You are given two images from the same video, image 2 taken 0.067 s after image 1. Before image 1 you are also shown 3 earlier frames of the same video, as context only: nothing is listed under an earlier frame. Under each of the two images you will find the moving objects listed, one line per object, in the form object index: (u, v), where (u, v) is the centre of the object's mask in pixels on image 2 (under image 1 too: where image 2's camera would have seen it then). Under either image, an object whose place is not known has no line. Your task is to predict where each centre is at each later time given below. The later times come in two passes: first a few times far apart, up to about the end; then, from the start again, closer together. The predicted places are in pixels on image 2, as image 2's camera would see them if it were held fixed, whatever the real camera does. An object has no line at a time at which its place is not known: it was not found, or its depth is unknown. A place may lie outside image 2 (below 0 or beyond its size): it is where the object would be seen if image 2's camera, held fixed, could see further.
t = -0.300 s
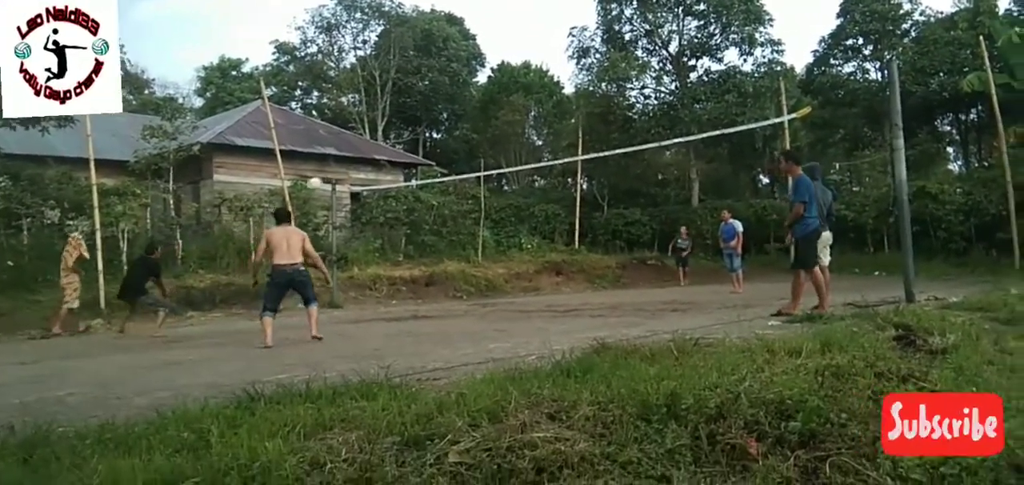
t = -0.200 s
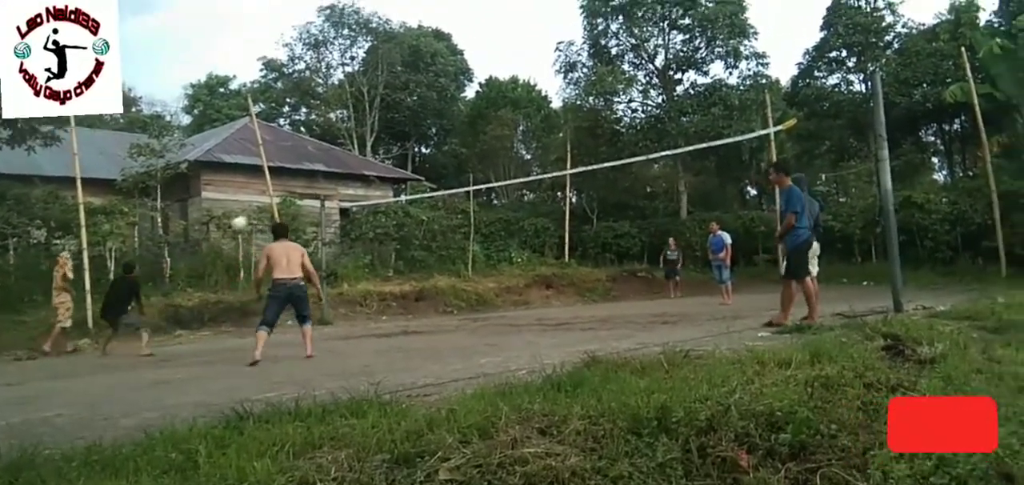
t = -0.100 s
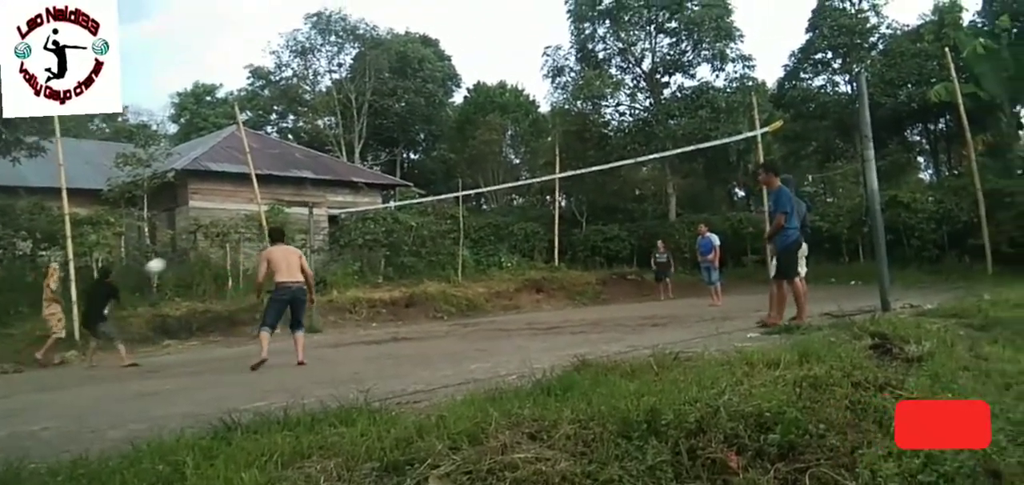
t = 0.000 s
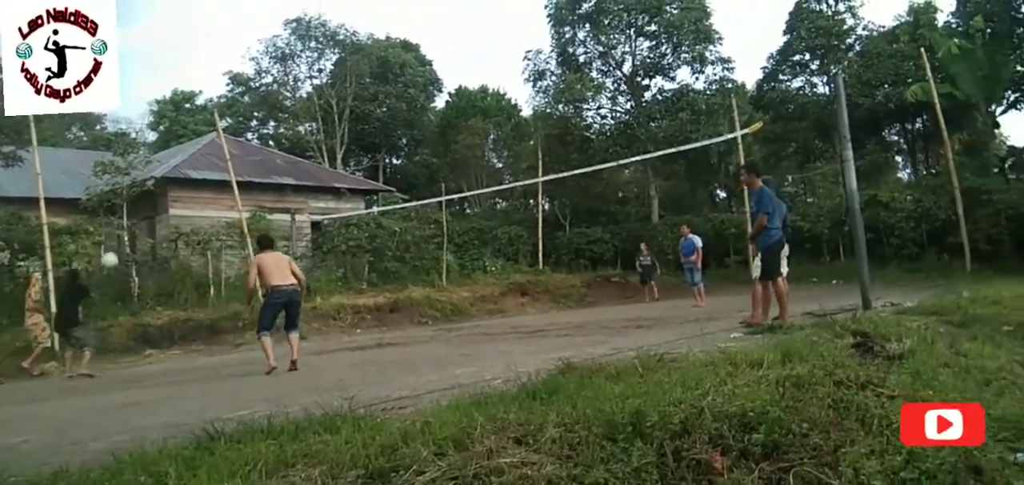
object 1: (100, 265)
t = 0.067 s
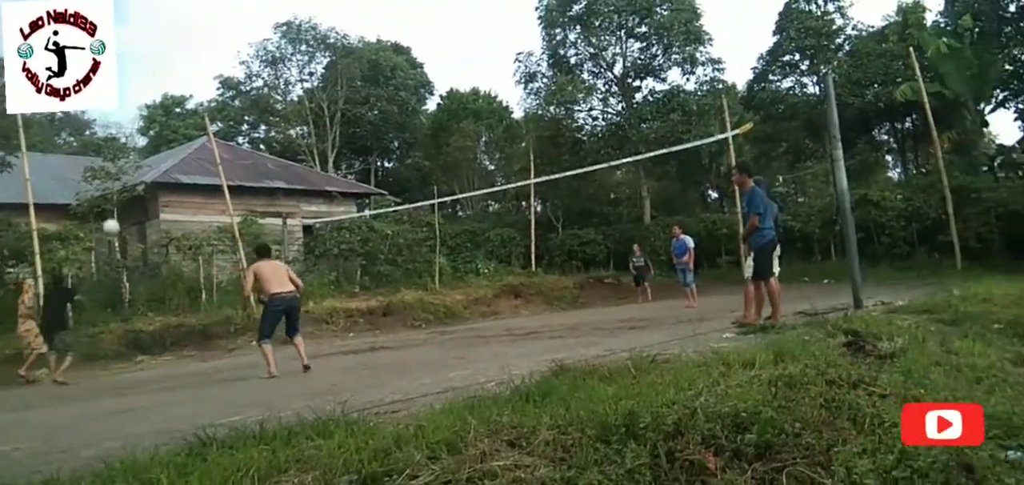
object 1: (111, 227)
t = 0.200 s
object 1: (132, 158)
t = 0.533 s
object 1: (183, 51)
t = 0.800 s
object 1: (223, 15)
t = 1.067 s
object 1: (266, 24)
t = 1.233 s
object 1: (295, 50)
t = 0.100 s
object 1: (116, 209)
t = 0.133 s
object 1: (121, 192)
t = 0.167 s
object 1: (126, 175)
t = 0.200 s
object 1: (132, 158)
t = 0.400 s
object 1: (163, 86)
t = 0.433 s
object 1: (168, 76)
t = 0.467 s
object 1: (172, 67)
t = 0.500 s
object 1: (178, 58)
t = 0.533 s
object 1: (183, 51)
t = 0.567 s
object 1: (187, 43)
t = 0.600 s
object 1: (192, 37)
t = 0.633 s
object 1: (198, 32)
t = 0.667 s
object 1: (203, 27)
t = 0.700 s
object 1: (208, 23)
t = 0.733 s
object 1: (213, 20)
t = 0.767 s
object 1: (218, 17)
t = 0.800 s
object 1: (223, 15)
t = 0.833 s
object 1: (229, 14)
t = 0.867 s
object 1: (234, 13)
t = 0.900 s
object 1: (239, 13)
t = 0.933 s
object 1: (244, 14)
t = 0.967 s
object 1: (249, 16)
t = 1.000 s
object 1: (255, 18)
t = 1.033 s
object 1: (260, 21)
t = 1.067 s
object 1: (266, 24)
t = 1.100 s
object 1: (272, 28)
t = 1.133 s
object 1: (278, 32)
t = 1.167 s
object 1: (284, 38)
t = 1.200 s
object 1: (289, 45)
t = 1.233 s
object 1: (295, 50)
